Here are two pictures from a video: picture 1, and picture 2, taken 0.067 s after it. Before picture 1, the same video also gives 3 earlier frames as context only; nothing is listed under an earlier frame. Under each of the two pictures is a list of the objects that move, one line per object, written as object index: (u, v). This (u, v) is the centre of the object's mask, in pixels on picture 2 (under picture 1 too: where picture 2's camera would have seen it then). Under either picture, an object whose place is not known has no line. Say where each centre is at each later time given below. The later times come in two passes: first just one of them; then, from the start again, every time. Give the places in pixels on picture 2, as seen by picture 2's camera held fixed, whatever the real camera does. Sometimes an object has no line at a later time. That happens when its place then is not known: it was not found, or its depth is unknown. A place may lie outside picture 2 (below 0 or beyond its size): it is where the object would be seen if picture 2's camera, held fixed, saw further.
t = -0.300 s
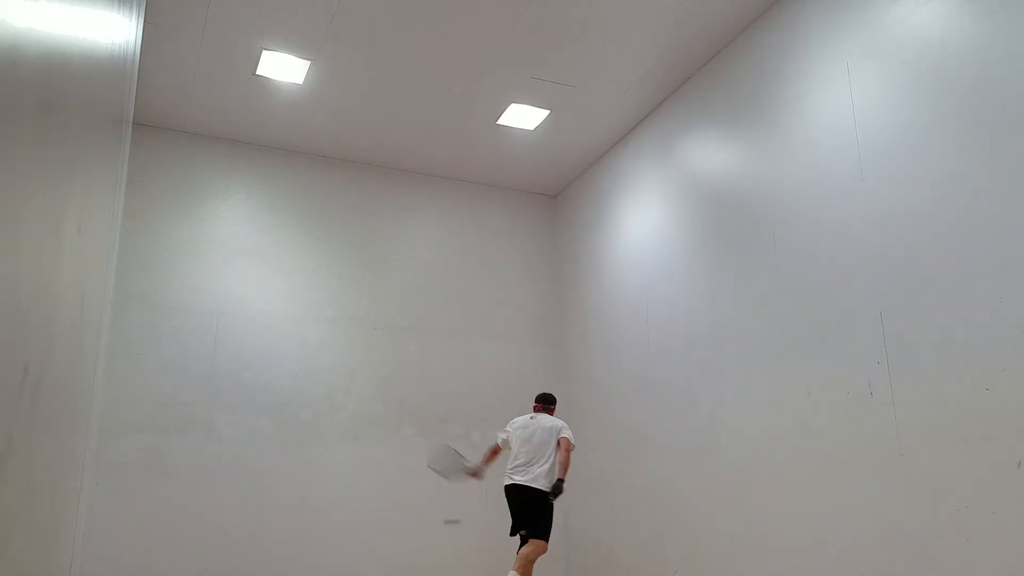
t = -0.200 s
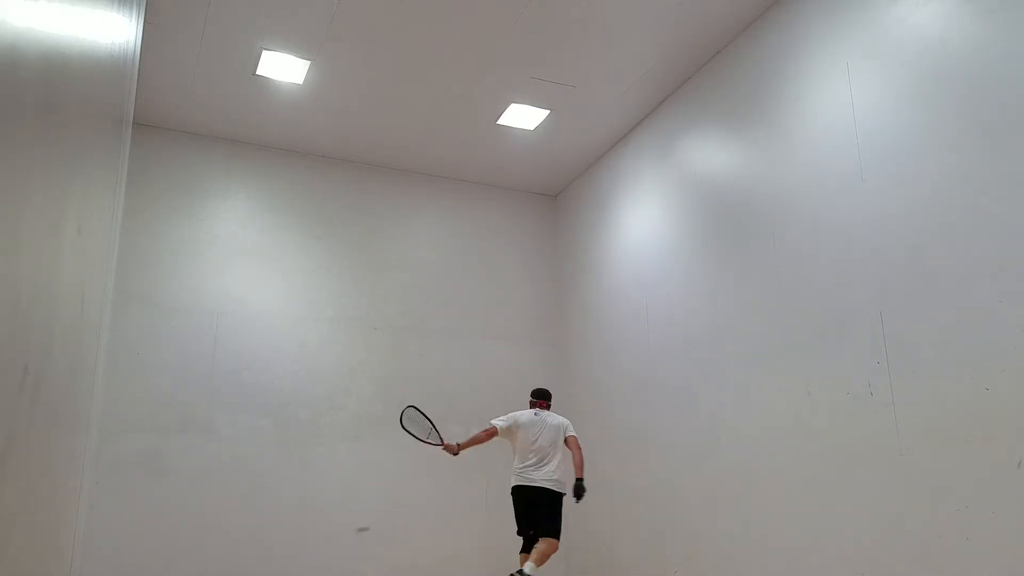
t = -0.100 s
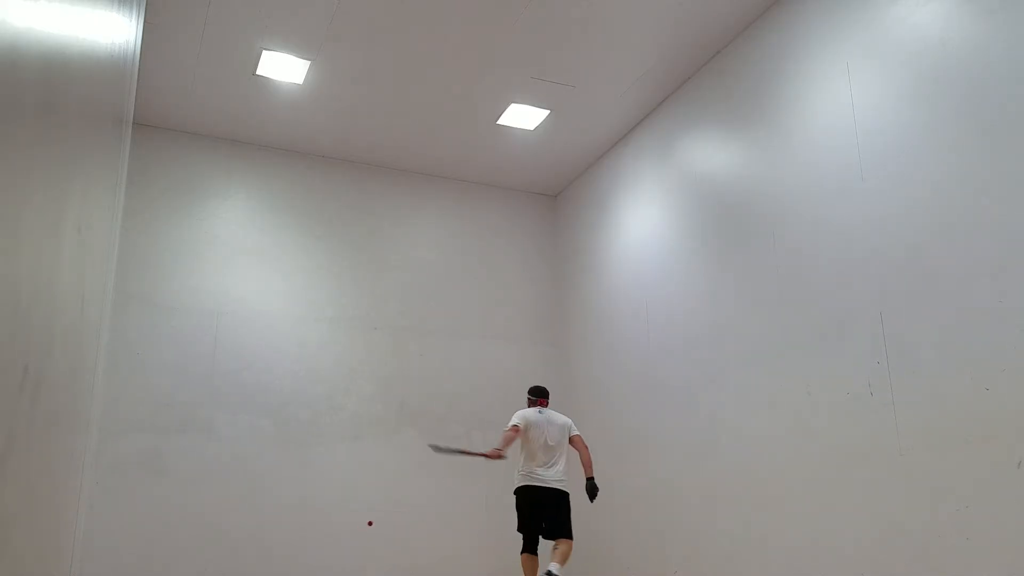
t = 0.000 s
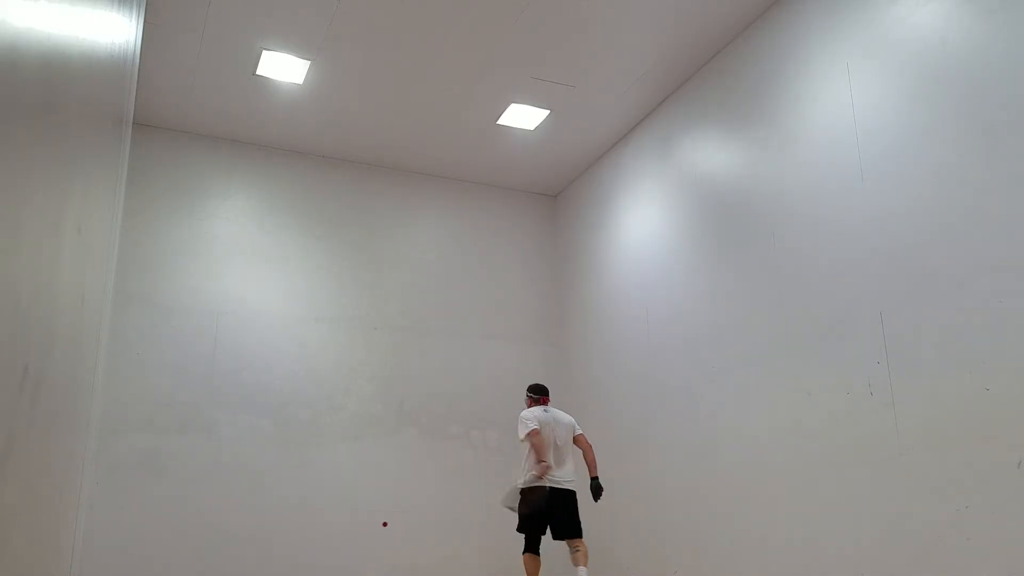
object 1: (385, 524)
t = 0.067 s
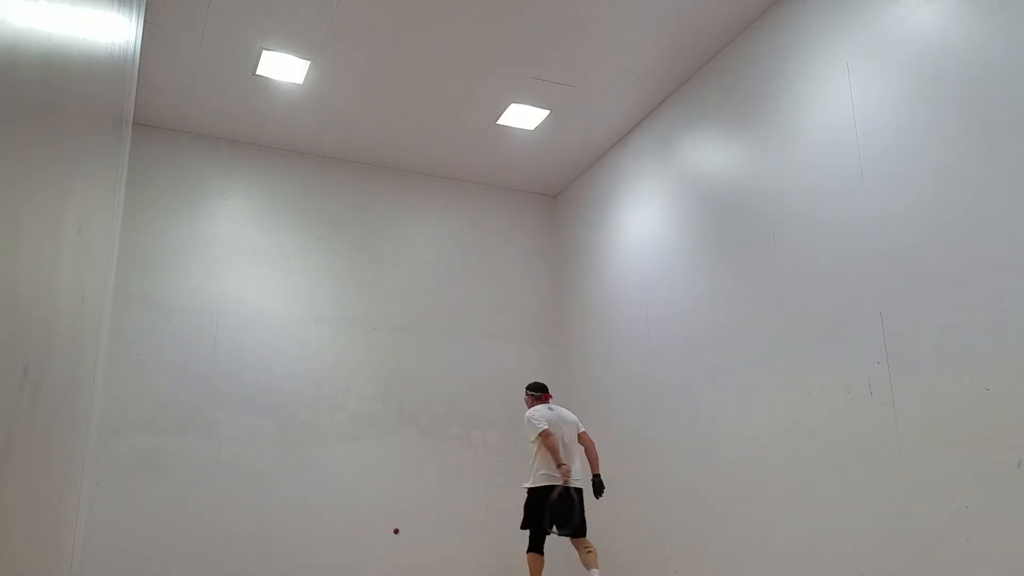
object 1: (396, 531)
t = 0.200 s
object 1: (425, 569)
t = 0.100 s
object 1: (402, 537)
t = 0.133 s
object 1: (409, 545)
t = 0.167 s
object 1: (416, 555)
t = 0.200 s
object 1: (425, 569)
